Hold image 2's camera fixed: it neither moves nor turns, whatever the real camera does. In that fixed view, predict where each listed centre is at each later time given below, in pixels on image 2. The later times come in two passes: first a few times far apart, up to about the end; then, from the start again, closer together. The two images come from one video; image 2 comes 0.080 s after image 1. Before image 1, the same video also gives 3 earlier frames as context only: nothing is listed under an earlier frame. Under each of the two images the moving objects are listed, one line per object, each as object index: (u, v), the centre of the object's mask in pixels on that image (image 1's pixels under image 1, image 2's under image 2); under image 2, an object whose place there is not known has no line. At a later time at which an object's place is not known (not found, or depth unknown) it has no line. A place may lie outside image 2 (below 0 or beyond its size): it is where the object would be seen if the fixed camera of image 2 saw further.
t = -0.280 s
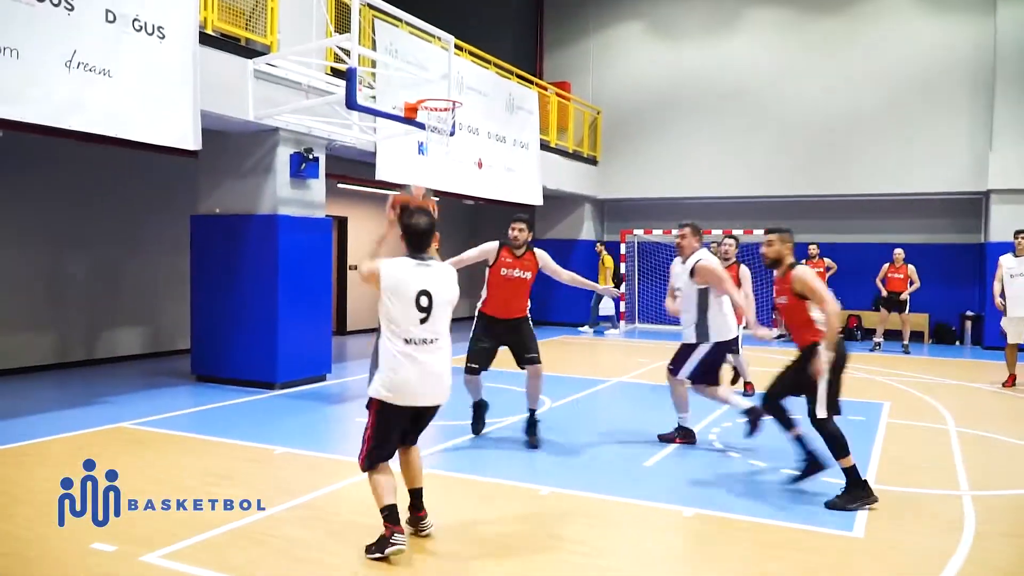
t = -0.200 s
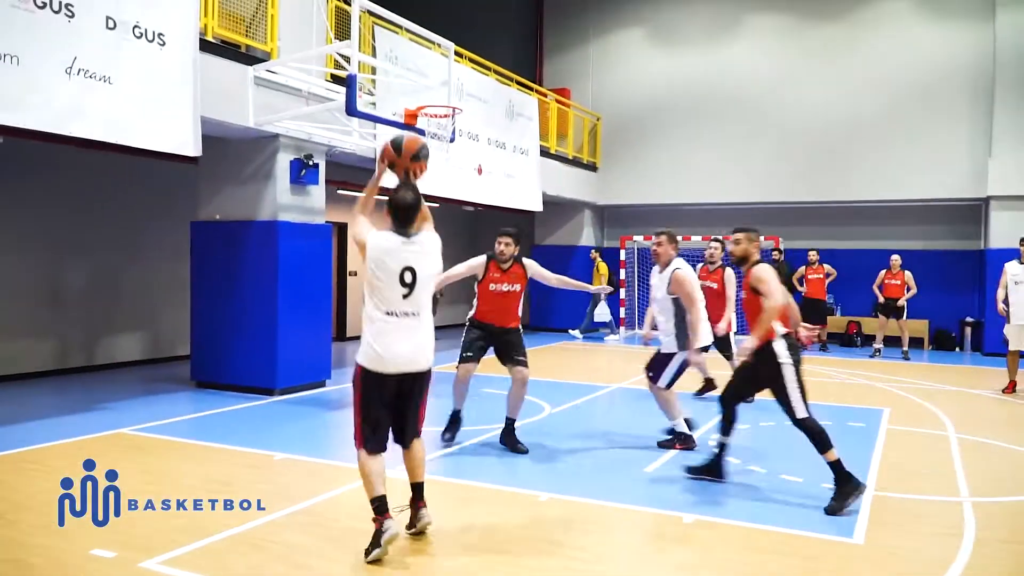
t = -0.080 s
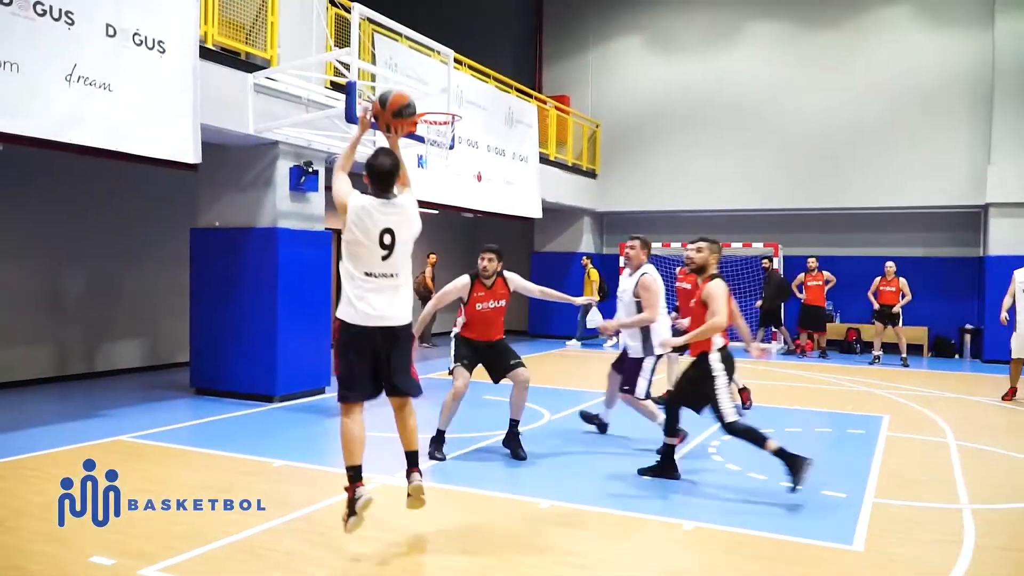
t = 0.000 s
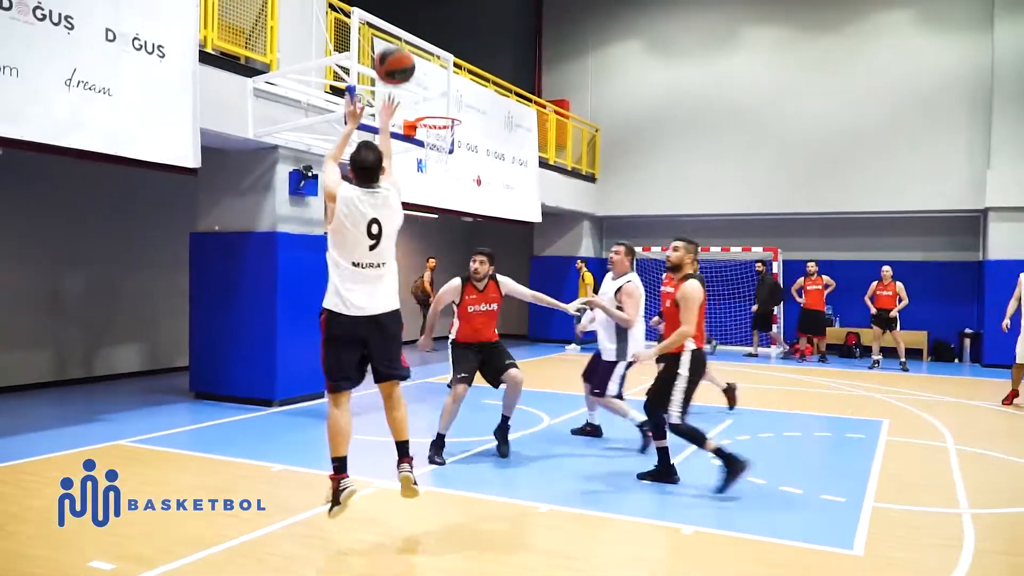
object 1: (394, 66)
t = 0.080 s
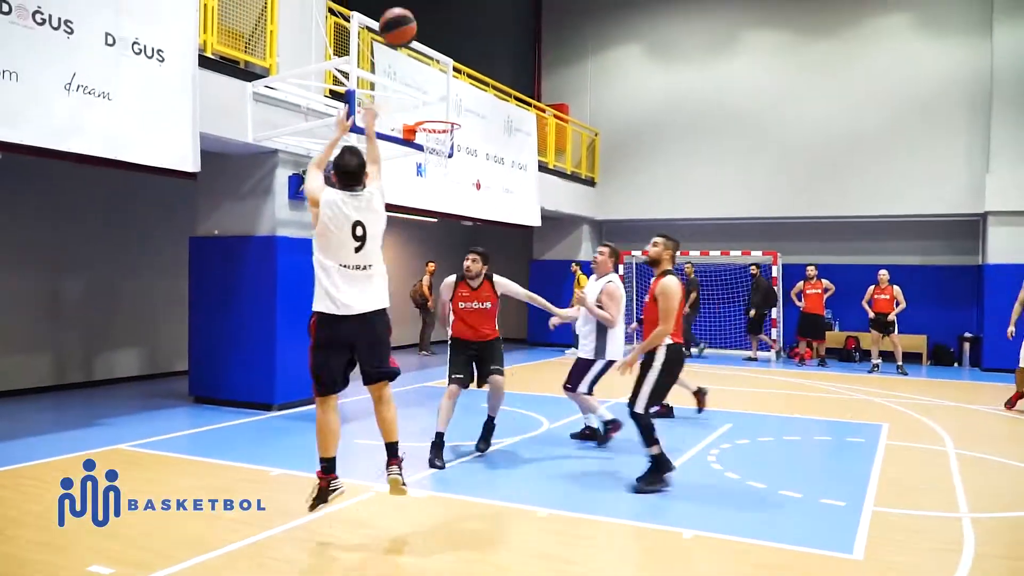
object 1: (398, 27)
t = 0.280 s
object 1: (406, -4)
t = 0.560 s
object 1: (411, 12)
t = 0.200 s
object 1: (404, 2)
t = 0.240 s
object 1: (405, -1)
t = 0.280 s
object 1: (406, -4)
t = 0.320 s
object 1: (406, -5)
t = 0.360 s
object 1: (408, -6)
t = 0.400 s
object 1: (408, -5)
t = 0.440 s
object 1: (408, -4)
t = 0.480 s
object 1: (409, -2)
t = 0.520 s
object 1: (410, 3)
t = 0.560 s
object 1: (411, 12)
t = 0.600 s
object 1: (412, 21)
